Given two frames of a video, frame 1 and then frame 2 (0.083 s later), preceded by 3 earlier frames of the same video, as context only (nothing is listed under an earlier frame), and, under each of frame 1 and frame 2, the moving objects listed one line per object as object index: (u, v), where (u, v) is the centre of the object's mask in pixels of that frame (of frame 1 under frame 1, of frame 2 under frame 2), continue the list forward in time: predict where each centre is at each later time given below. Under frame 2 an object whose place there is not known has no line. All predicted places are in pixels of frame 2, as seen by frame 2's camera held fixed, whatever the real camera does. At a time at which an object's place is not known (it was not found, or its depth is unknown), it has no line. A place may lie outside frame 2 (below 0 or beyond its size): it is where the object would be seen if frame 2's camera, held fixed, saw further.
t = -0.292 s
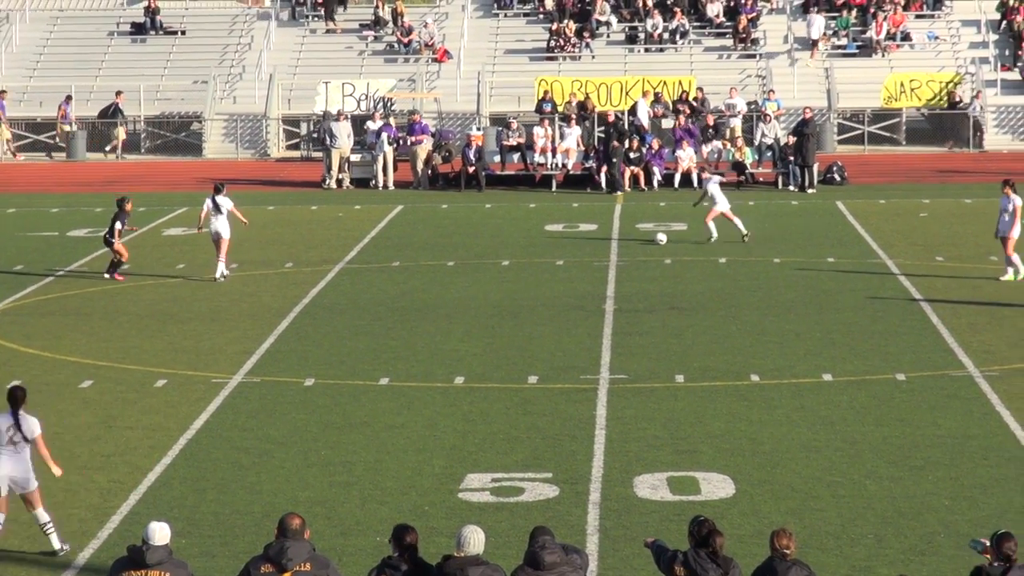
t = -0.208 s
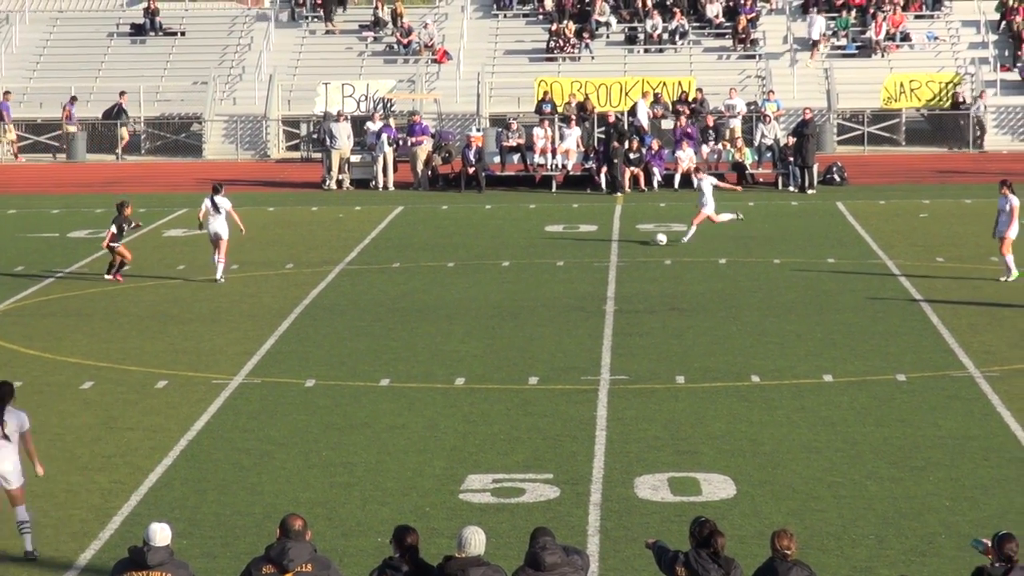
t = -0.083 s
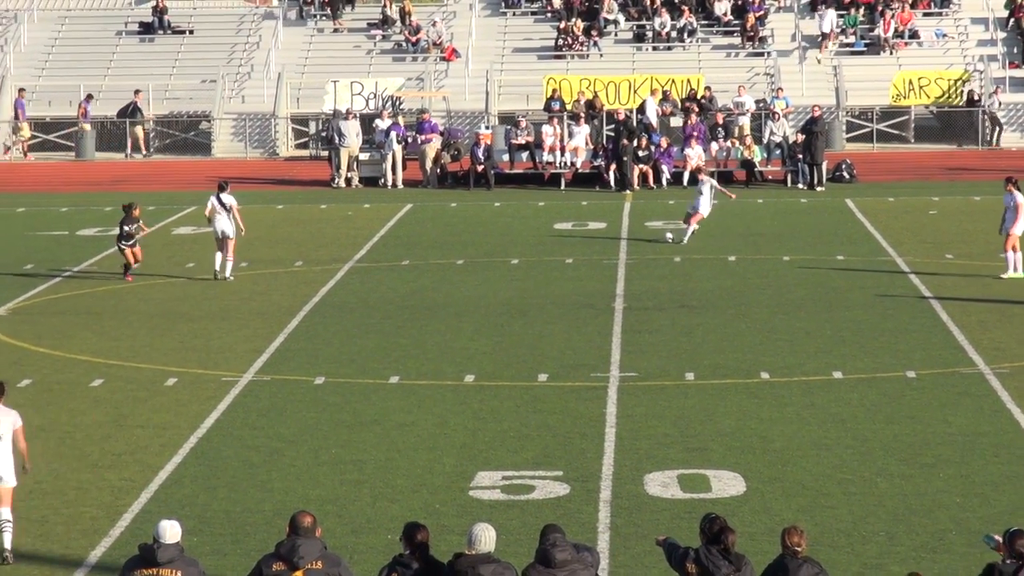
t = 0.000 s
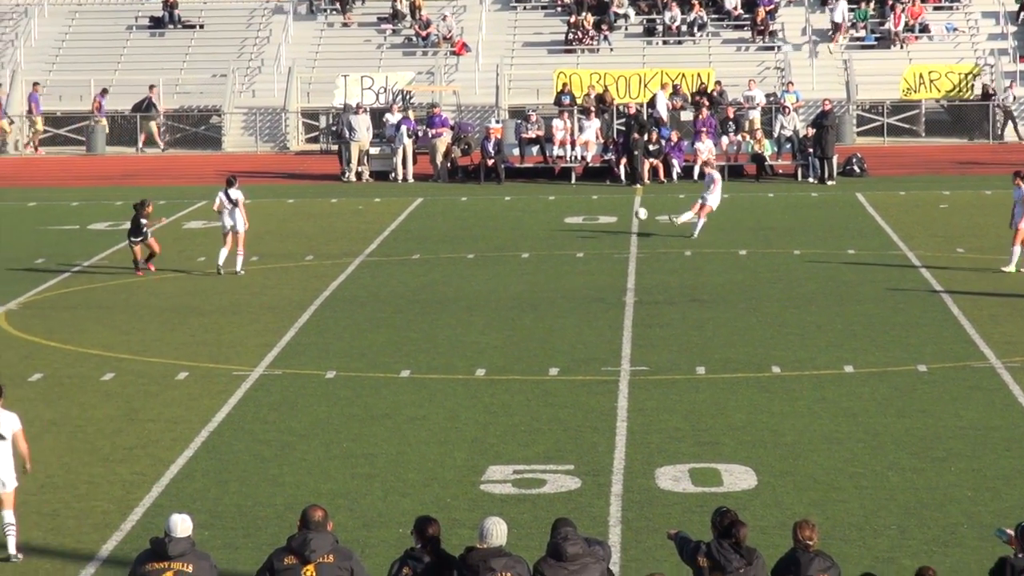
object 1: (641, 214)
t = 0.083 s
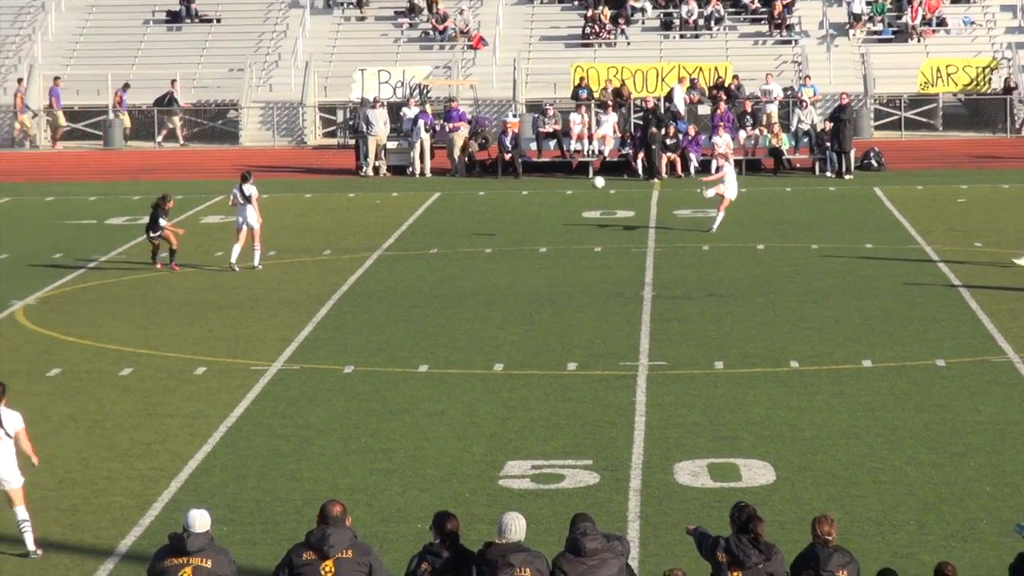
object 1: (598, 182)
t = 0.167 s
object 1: (544, 155)
